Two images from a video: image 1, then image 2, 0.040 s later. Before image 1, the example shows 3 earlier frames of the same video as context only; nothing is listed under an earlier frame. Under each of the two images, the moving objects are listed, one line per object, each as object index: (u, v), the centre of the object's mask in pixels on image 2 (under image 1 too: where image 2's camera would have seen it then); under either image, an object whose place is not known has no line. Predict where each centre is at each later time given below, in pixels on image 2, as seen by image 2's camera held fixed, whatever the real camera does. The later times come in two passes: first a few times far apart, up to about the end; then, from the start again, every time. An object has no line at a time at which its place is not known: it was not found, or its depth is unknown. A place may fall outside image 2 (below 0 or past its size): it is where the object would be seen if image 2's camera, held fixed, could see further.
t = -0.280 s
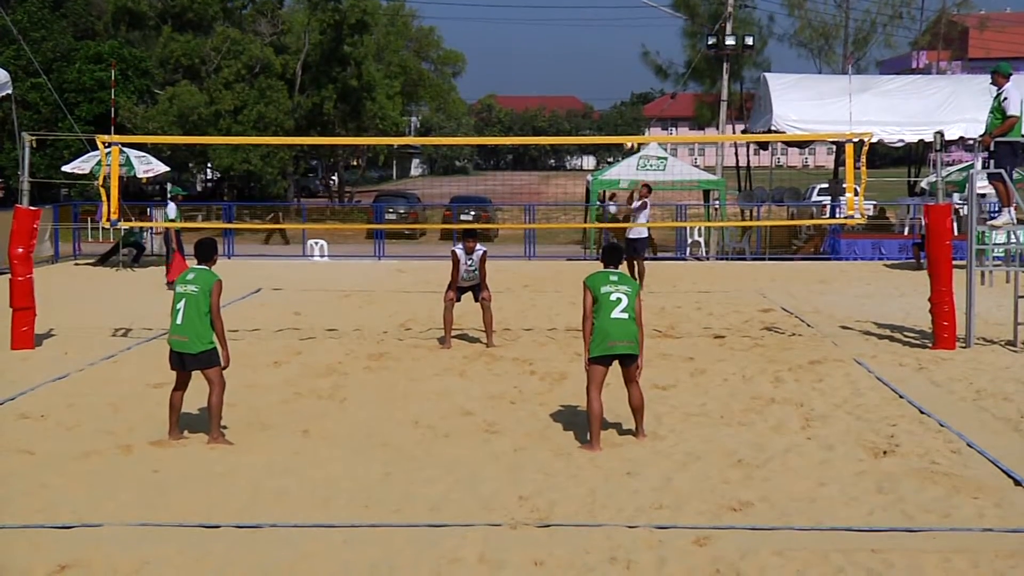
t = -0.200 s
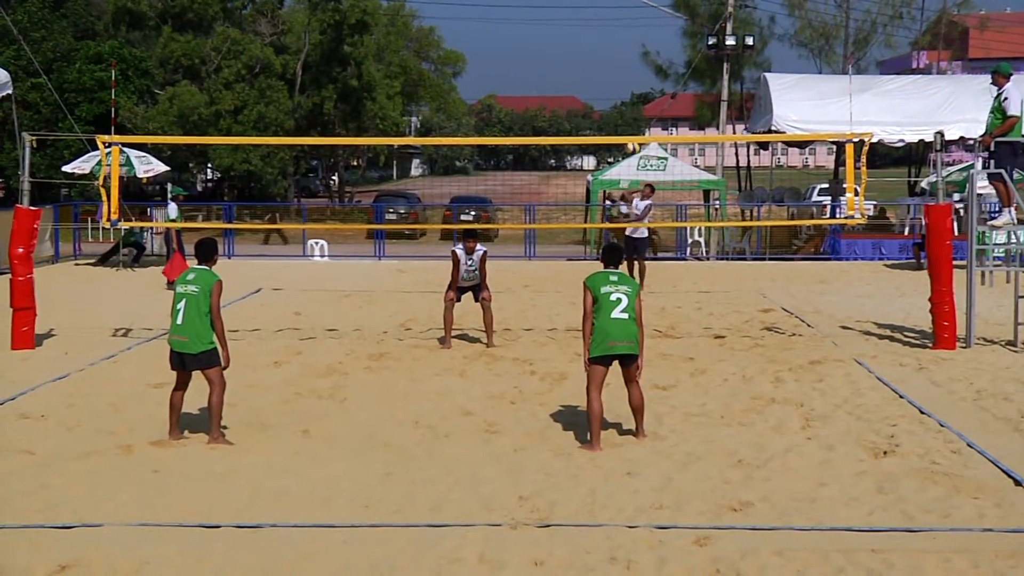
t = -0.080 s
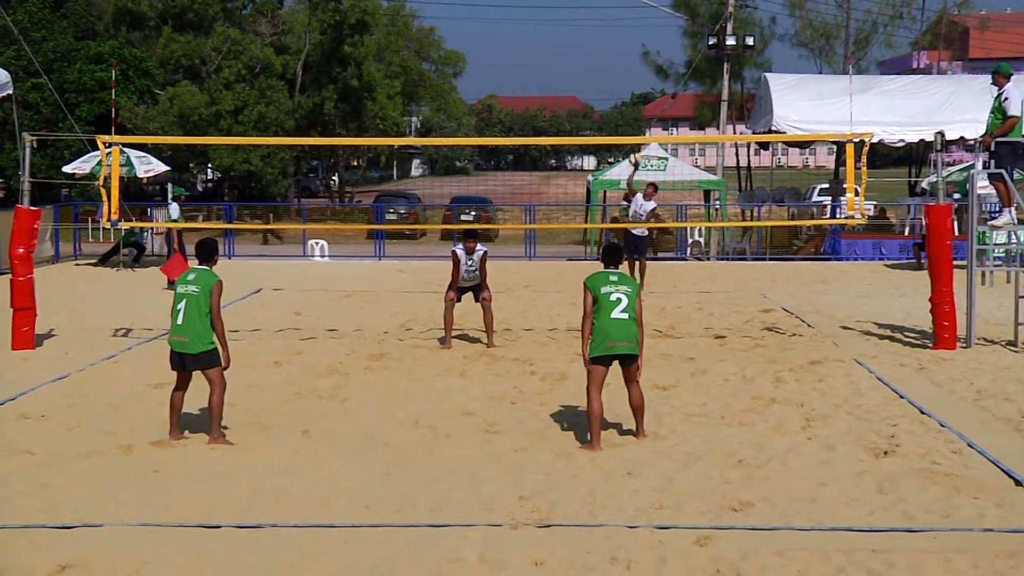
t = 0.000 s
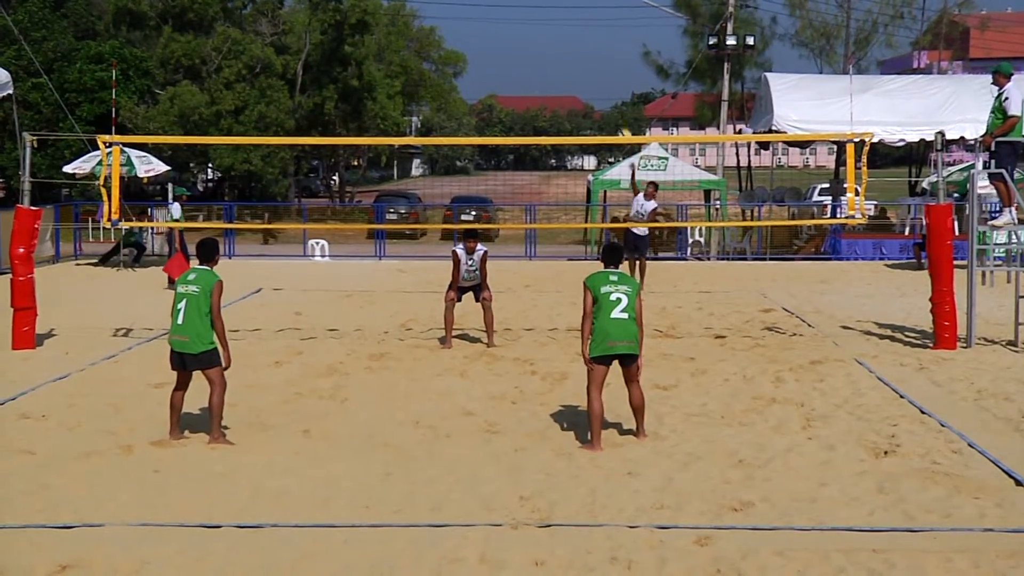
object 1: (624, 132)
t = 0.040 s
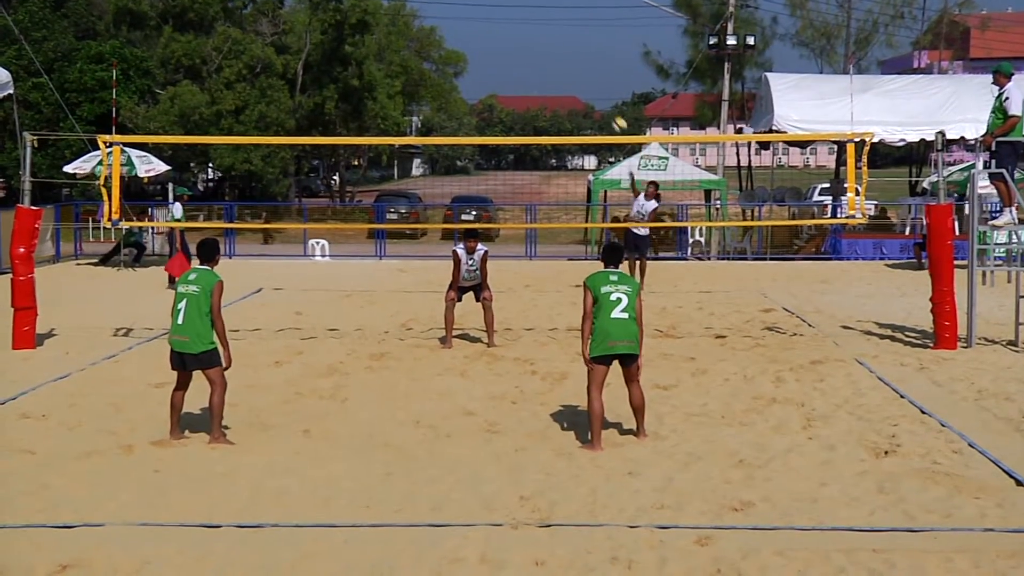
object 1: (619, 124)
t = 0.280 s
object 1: (576, 75)
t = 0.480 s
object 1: (539, 66)
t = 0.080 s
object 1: (613, 113)
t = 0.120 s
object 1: (606, 103)
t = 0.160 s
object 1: (599, 94)
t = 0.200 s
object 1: (592, 86)
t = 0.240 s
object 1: (584, 80)
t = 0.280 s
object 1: (576, 75)
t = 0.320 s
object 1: (569, 70)
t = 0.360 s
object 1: (562, 67)
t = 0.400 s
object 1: (555, 66)
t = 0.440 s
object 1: (547, 65)
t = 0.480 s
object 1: (539, 66)
